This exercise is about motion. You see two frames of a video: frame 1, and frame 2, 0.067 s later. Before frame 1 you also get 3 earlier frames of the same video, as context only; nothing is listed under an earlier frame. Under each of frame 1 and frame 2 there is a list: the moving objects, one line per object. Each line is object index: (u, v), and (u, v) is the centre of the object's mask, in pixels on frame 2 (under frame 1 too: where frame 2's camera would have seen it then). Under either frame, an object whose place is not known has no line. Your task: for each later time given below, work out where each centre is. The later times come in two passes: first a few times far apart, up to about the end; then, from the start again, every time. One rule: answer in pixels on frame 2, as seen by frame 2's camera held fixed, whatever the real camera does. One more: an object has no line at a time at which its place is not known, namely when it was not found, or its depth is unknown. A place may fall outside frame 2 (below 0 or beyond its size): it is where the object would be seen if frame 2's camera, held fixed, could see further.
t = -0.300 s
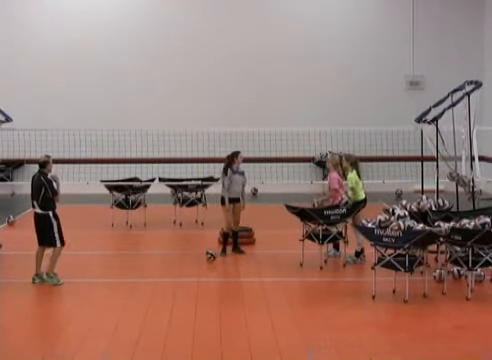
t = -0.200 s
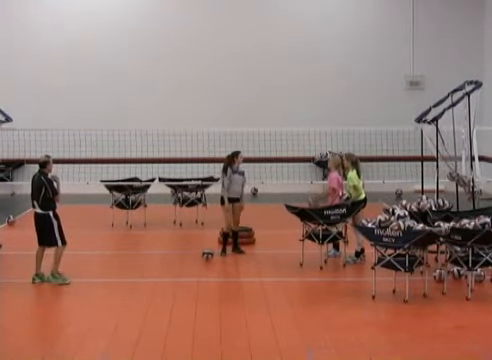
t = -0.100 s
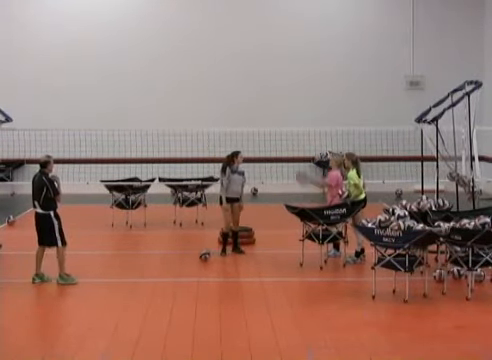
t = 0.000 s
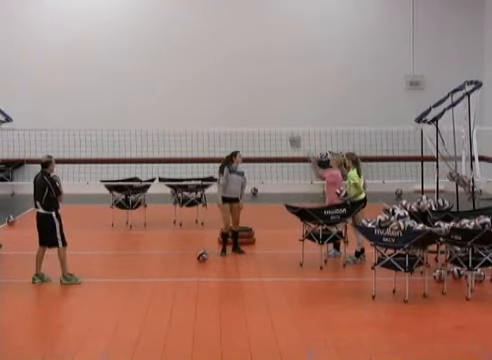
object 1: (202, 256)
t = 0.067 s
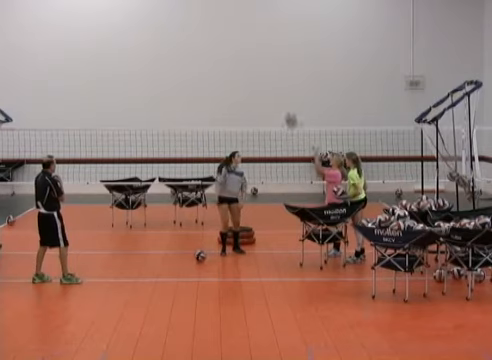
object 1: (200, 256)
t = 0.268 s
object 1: (194, 255)
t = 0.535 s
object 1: (187, 255)
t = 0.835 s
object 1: (179, 255)
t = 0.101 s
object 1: (199, 256)
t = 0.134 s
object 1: (198, 255)
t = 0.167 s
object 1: (197, 255)
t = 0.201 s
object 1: (197, 254)
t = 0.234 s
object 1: (196, 255)
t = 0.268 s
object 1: (194, 255)
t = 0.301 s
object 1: (193, 255)
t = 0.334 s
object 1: (192, 255)
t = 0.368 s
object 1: (191, 255)
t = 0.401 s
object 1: (190, 255)
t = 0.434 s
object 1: (190, 255)
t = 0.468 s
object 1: (189, 256)
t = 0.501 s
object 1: (188, 255)
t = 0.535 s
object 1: (187, 255)
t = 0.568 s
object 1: (186, 255)
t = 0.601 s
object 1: (185, 255)
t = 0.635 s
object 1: (184, 255)
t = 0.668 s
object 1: (184, 255)
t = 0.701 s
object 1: (183, 255)
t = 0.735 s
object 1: (182, 255)
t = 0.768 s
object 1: (181, 255)
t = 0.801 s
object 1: (180, 255)
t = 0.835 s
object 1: (179, 255)
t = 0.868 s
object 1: (179, 256)
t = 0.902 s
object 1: (178, 255)
